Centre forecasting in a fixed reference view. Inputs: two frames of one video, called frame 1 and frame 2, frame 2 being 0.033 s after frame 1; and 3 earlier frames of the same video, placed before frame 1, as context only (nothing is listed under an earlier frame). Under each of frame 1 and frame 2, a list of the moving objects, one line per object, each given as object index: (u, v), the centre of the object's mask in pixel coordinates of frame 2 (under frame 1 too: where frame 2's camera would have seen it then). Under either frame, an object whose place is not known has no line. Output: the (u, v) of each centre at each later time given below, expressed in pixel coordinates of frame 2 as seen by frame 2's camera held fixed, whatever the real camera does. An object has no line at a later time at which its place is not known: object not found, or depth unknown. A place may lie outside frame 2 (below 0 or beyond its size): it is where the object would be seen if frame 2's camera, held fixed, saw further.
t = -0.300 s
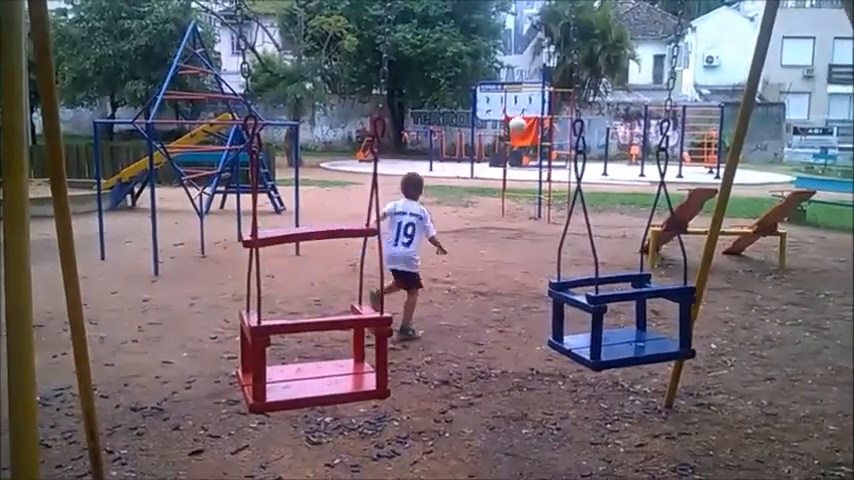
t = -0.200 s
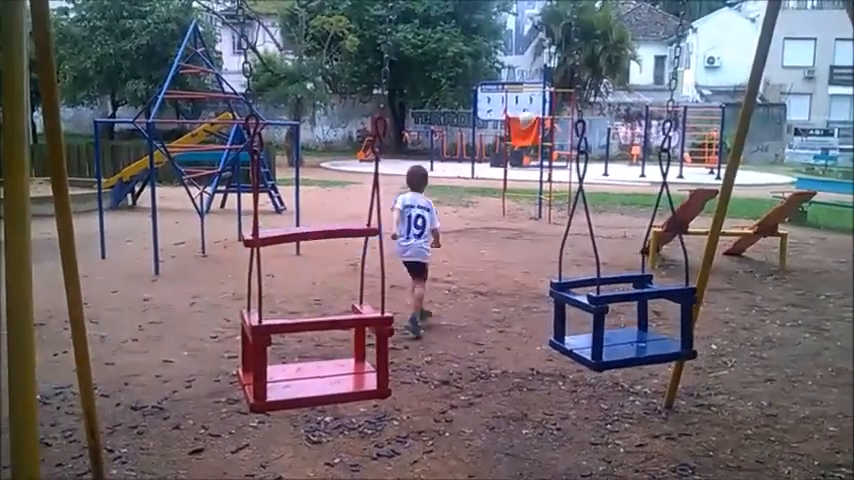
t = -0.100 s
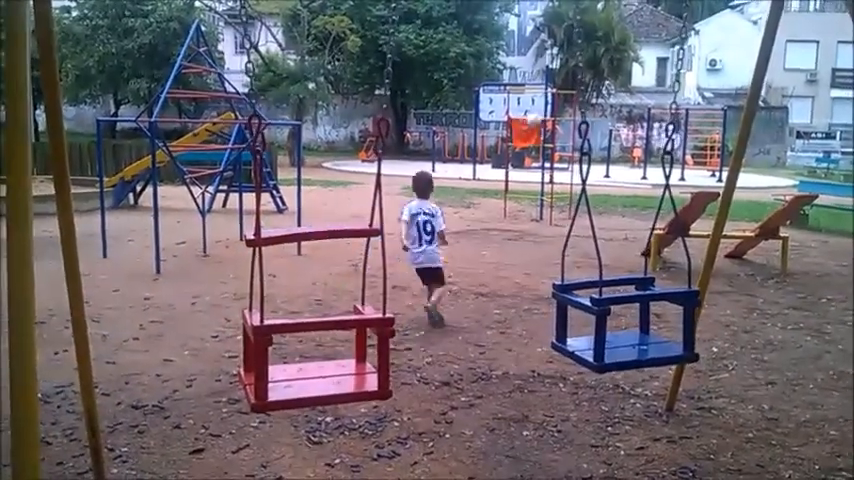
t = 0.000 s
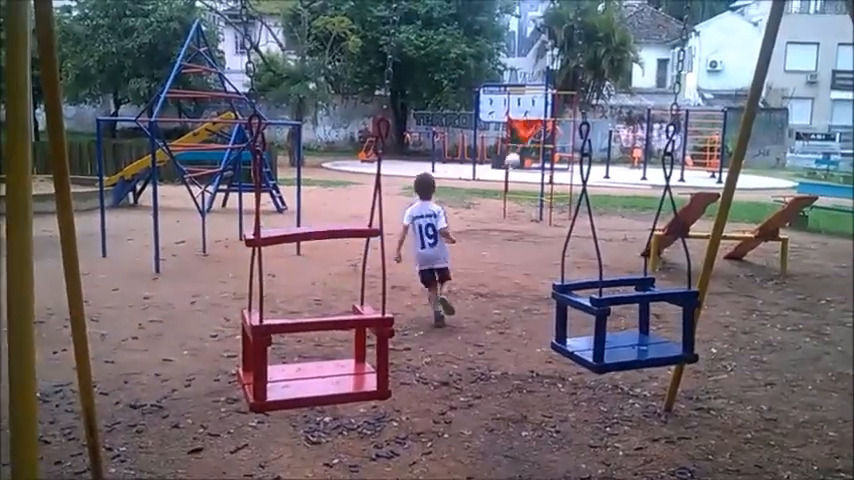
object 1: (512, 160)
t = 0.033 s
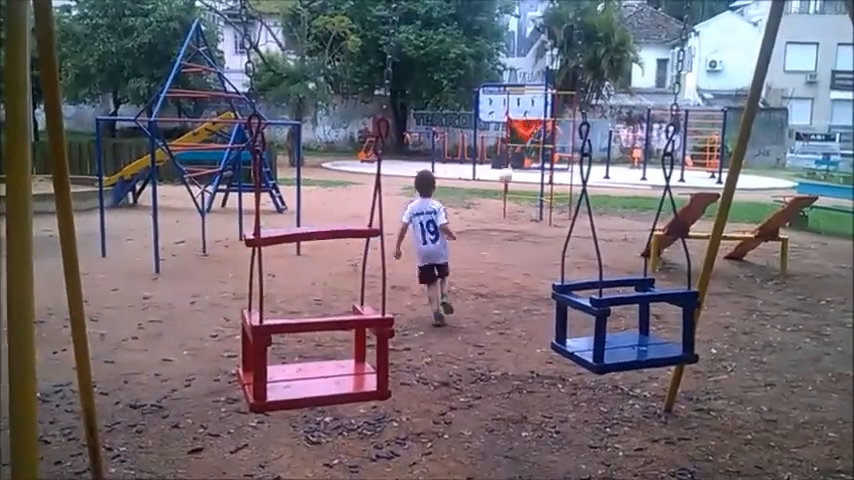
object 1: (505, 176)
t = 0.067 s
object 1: (496, 188)
